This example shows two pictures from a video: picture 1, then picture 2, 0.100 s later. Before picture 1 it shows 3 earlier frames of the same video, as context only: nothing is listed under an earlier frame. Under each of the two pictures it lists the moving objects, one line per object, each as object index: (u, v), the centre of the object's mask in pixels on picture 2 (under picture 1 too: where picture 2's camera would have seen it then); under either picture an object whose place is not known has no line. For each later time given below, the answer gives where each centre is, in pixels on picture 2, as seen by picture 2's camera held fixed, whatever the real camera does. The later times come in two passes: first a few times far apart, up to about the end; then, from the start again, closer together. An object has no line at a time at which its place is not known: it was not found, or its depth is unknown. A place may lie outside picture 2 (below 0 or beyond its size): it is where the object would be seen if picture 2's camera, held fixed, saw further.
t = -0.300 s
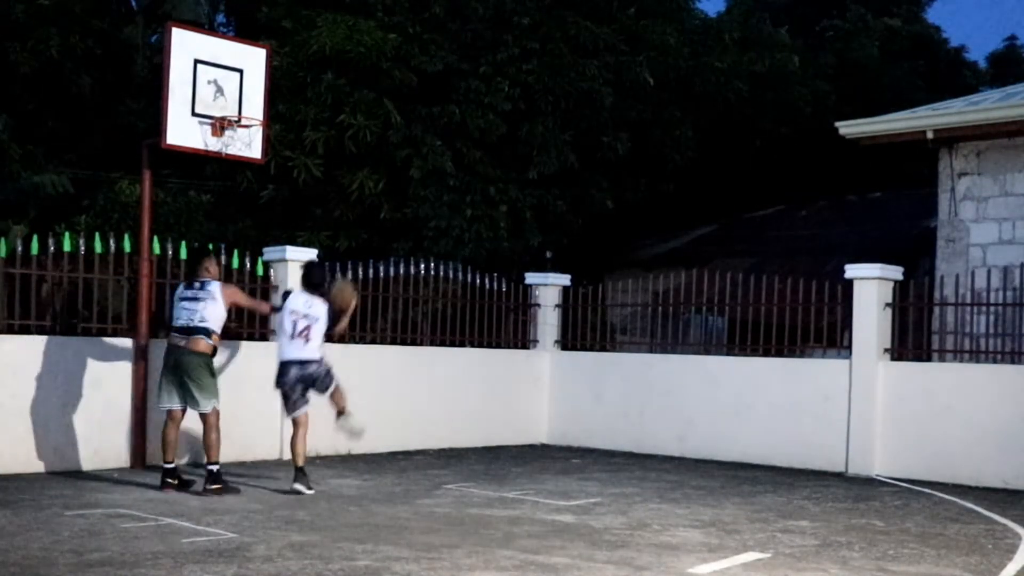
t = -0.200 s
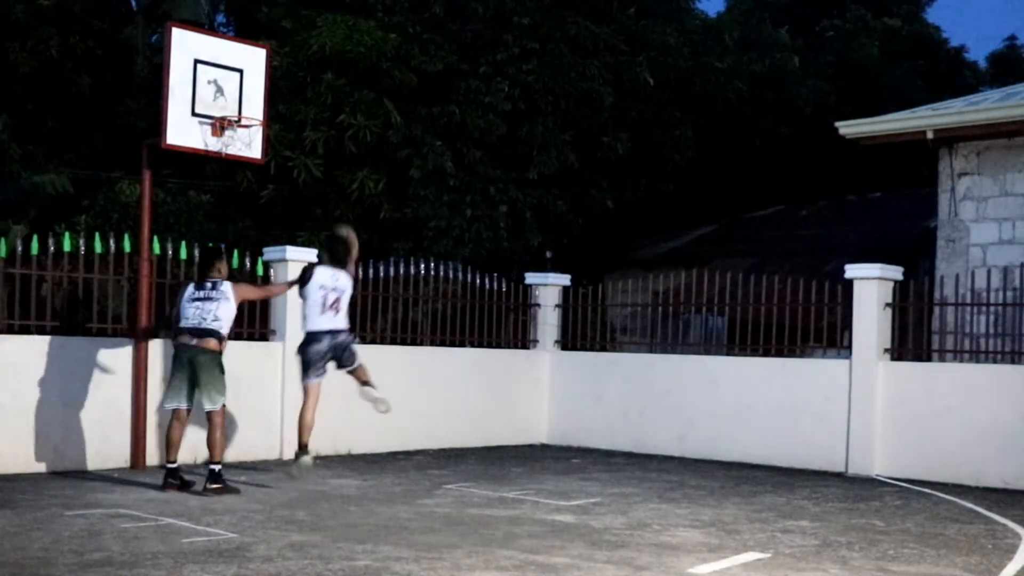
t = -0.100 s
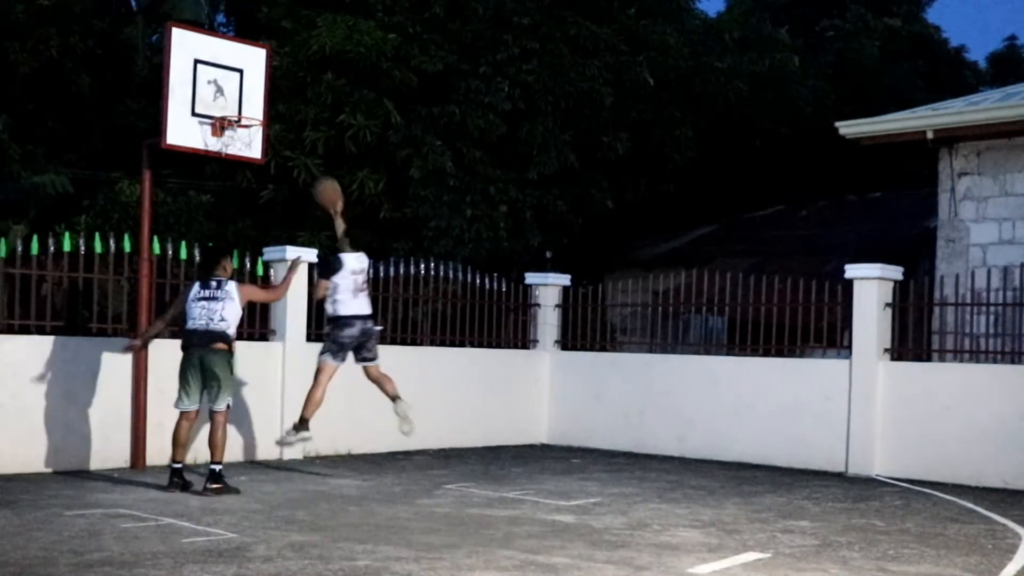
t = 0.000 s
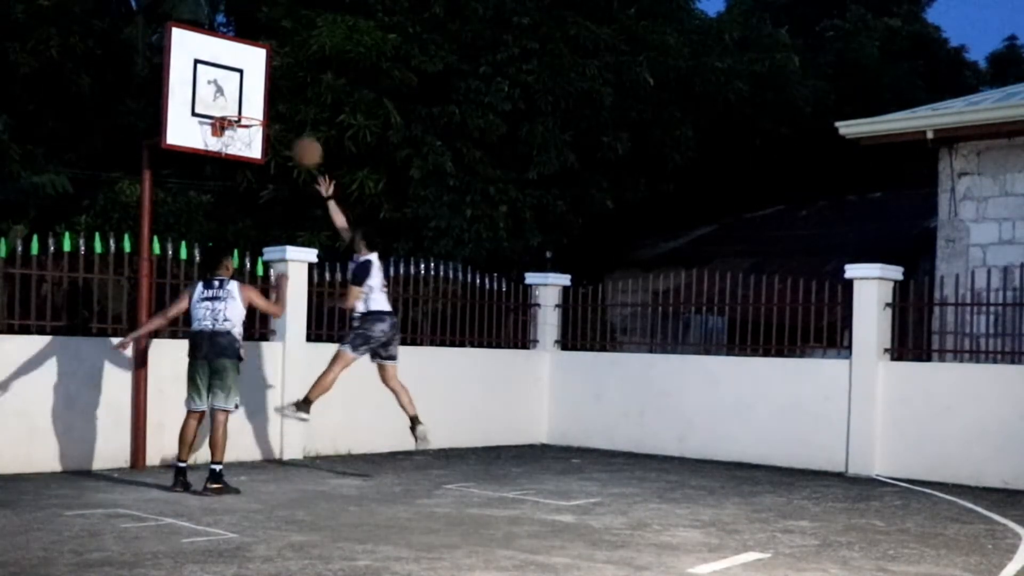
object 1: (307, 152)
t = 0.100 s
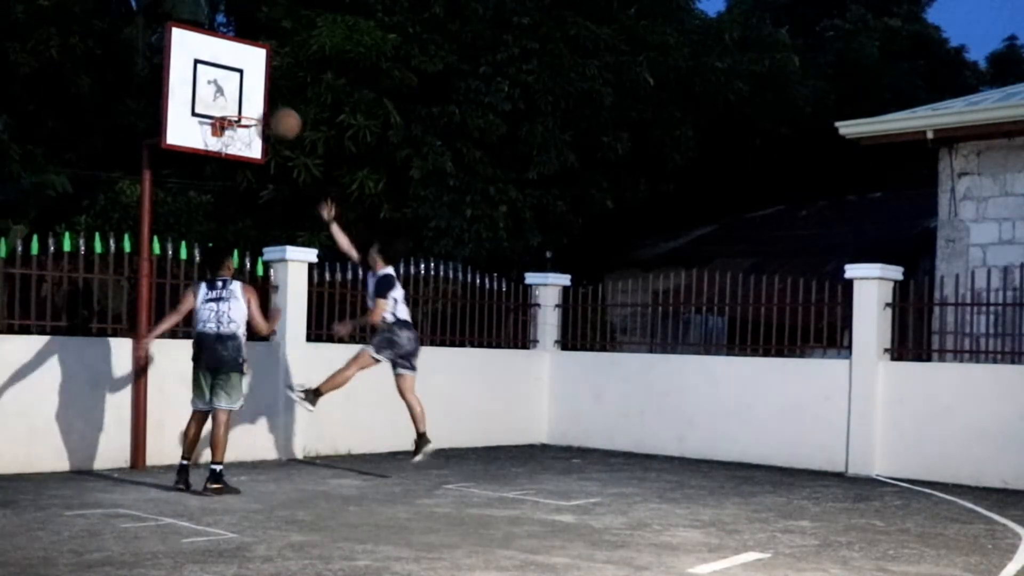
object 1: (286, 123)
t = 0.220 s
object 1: (262, 105)
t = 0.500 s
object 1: (245, 118)
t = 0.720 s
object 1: (240, 177)
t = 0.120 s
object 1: (281, 119)
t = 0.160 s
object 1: (275, 112)
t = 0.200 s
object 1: (267, 107)
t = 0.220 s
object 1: (262, 105)
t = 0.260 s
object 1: (253, 102)
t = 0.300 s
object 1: (251, 101)
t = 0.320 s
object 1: (251, 100)
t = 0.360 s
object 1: (250, 101)
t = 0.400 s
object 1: (249, 103)
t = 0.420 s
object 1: (249, 105)
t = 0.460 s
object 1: (247, 108)
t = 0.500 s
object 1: (245, 118)
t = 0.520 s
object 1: (245, 122)
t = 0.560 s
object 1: (245, 133)
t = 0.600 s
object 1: (242, 143)
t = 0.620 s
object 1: (241, 148)
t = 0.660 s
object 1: (241, 159)
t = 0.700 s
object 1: (240, 171)
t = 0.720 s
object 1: (240, 177)
